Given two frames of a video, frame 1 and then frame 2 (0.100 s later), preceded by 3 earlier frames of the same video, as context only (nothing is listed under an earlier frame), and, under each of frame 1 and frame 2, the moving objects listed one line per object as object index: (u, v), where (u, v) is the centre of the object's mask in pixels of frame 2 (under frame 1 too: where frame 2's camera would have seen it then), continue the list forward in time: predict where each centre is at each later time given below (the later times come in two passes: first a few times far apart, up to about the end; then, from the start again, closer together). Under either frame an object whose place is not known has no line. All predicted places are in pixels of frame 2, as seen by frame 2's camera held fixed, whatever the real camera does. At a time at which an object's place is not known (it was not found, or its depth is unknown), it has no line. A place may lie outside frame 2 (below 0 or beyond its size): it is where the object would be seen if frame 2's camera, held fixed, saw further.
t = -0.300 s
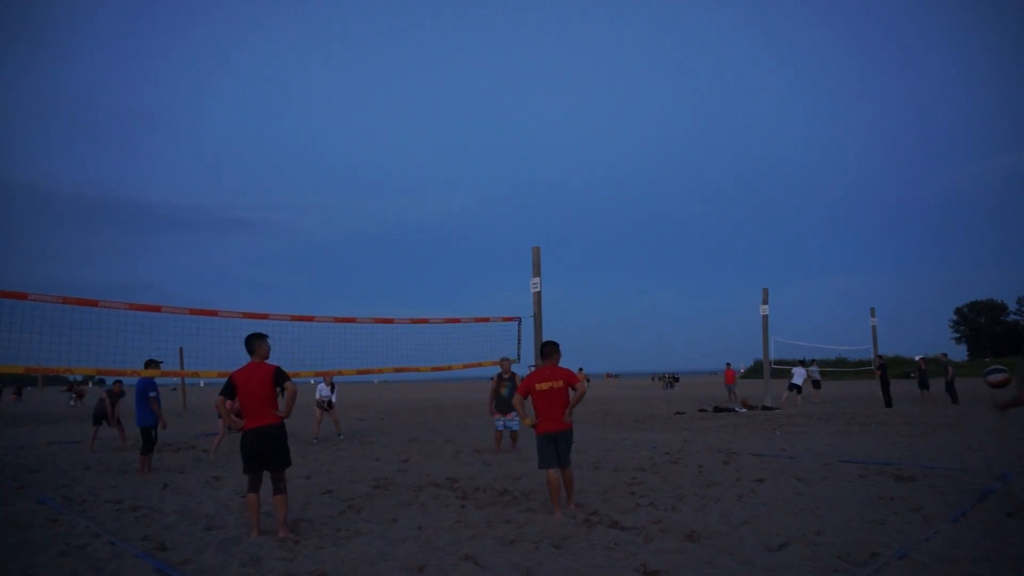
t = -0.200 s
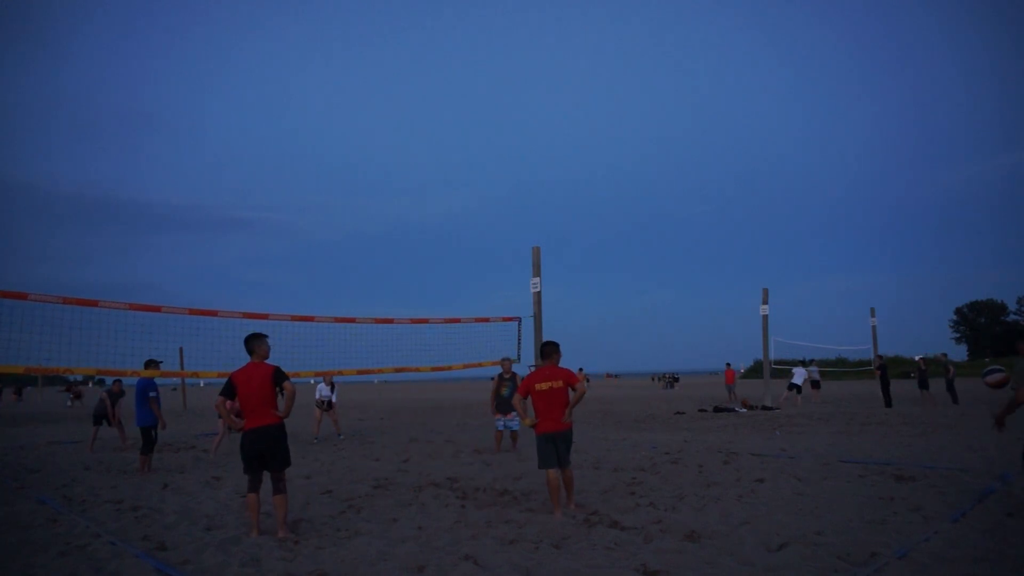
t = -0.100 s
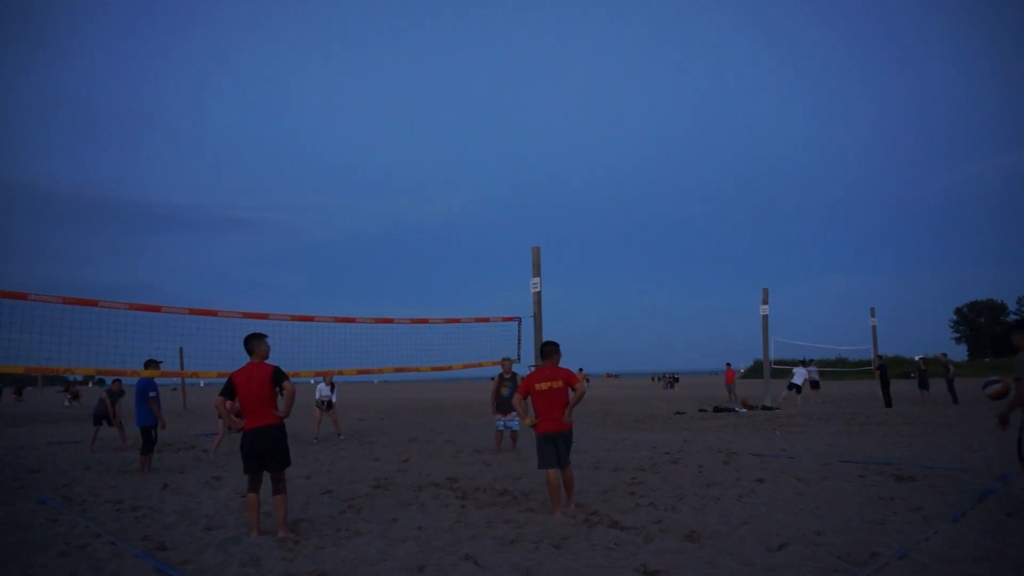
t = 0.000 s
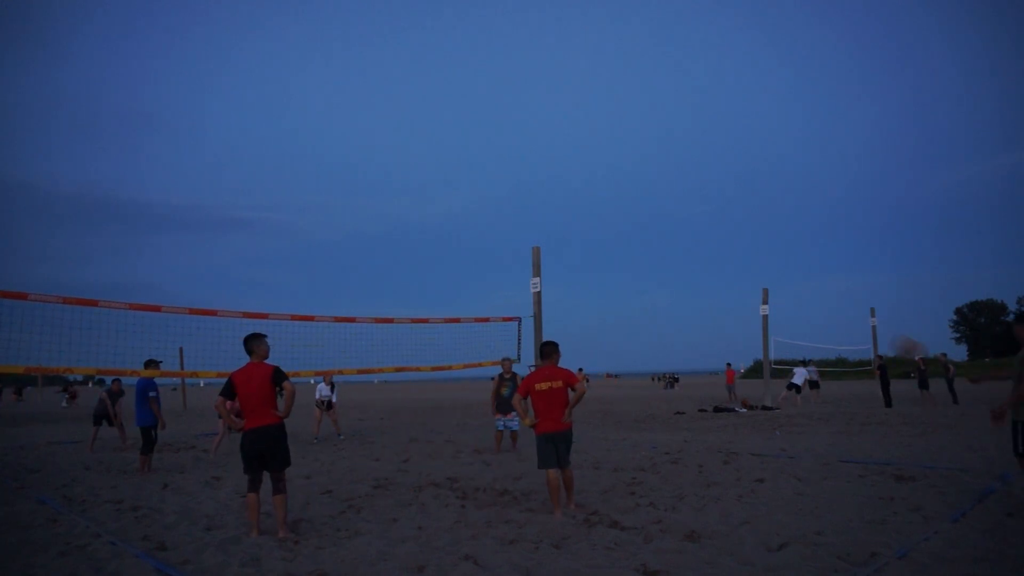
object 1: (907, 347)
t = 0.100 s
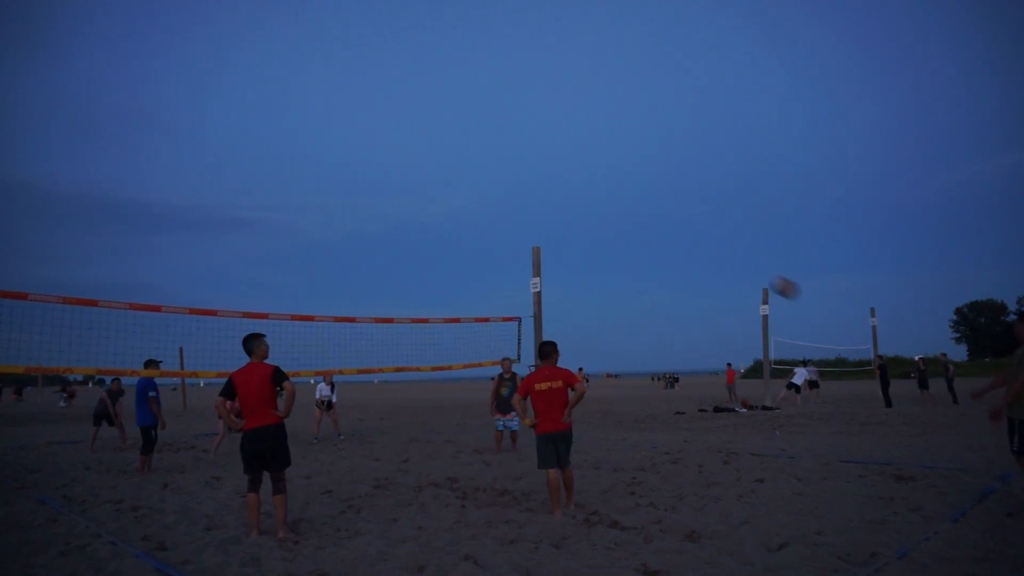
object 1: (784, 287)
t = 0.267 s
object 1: (630, 224)
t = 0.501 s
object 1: (481, 191)
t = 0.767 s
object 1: (365, 200)
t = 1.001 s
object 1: (295, 232)
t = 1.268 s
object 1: (235, 291)
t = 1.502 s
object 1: (196, 355)
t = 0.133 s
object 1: (749, 271)
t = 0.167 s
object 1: (716, 257)
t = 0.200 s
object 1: (686, 244)
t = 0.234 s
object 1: (657, 233)
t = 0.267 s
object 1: (630, 224)
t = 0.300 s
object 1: (605, 216)
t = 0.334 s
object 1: (581, 209)
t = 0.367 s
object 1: (559, 203)
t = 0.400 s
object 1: (538, 198)
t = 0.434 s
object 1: (518, 195)
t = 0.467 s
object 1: (499, 193)
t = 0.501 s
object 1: (481, 191)
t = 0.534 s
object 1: (464, 190)
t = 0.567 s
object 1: (448, 190)
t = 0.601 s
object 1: (433, 190)
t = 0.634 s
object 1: (417, 191)
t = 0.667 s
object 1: (403, 192)
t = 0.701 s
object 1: (390, 194)
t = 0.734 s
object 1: (377, 197)
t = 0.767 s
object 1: (365, 200)
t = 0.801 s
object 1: (353, 203)
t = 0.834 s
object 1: (343, 207)
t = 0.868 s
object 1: (332, 212)
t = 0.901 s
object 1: (322, 217)
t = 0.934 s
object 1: (313, 221)
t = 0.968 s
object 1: (304, 227)
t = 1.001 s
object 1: (295, 232)
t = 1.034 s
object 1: (286, 239)
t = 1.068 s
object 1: (278, 245)
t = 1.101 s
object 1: (270, 252)
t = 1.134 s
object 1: (262, 259)
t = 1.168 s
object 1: (255, 267)
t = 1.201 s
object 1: (248, 275)
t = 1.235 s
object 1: (242, 282)
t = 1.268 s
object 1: (235, 291)
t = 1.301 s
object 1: (229, 300)
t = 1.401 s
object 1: (211, 327)
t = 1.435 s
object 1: (206, 336)
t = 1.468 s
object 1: (200, 346)
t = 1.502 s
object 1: (196, 355)
